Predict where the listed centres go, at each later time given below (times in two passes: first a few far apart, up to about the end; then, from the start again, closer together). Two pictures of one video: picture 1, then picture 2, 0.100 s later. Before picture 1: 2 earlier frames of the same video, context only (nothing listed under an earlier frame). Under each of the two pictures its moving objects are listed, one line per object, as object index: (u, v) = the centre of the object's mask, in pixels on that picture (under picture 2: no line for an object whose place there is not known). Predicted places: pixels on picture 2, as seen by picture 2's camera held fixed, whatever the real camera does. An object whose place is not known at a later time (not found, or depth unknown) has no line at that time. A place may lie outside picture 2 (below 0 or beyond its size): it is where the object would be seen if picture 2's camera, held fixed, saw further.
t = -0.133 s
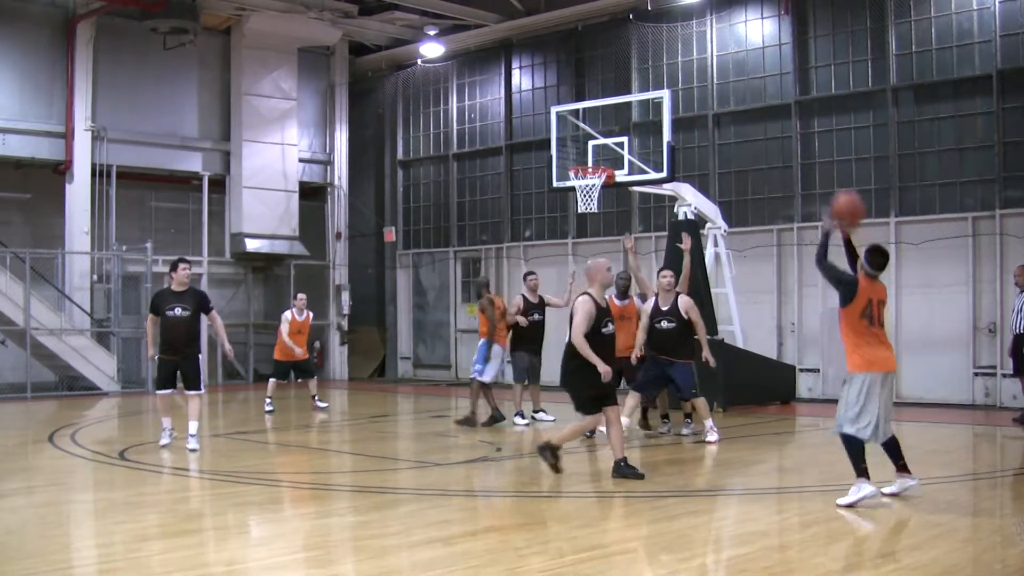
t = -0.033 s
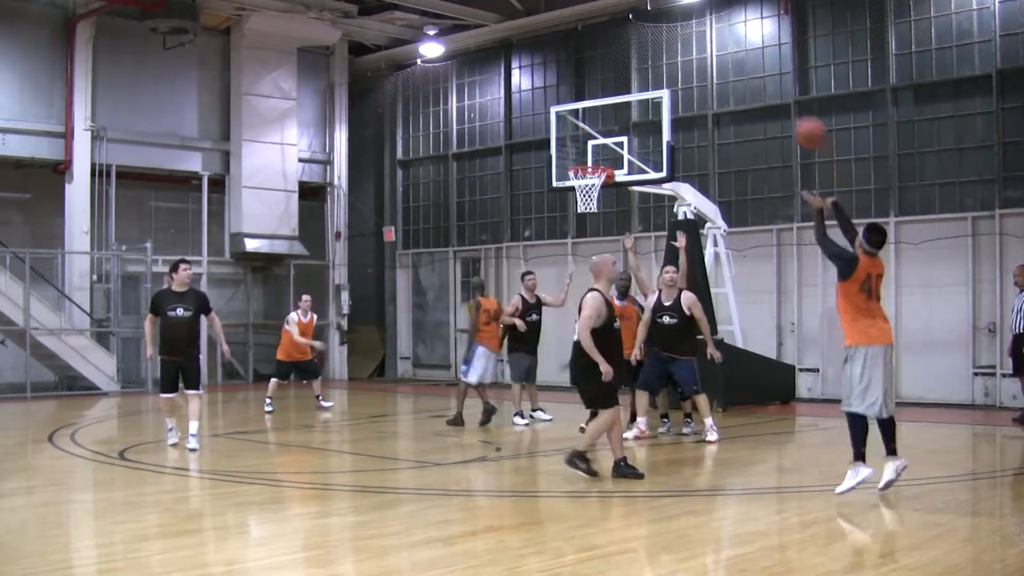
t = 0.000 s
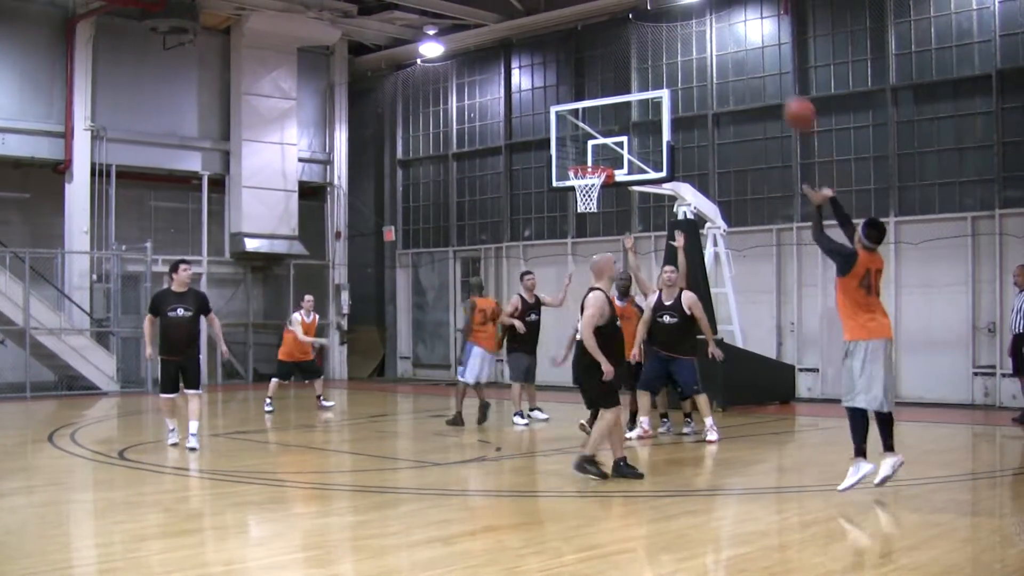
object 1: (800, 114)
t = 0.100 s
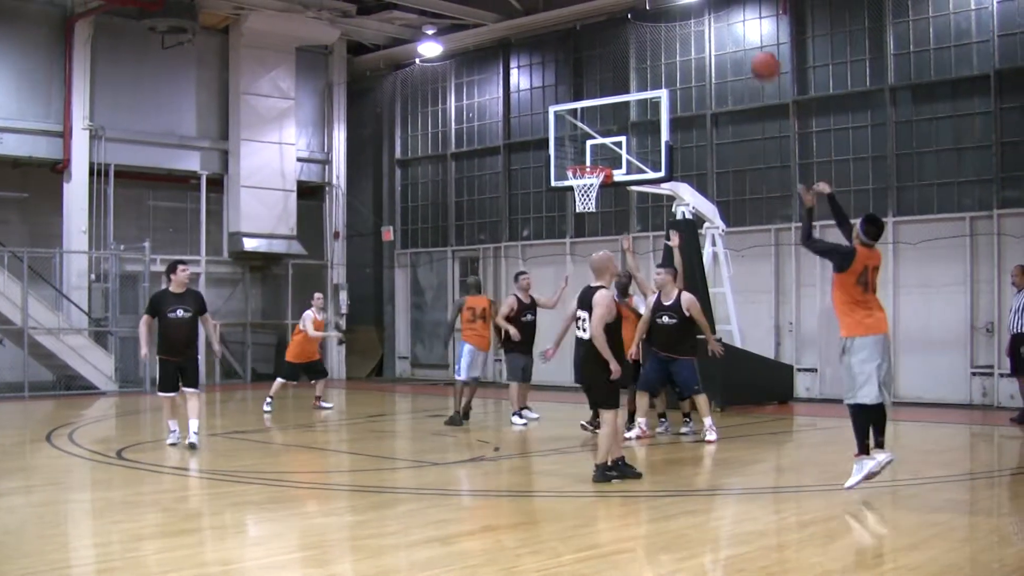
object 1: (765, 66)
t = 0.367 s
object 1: (693, 11)
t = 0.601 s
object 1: (644, 23)
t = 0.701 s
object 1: (625, 44)
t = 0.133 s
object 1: (756, 54)
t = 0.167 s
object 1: (745, 43)
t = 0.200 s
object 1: (735, 34)
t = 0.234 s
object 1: (726, 26)
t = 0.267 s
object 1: (717, 20)
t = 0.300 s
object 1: (708, 15)
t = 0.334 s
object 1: (700, 12)
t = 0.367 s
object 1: (693, 11)
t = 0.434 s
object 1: (677, 9)
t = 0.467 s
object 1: (670, 10)
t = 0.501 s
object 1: (663, 12)
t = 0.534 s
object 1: (656, 15)
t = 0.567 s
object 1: (650, 19)
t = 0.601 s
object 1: (644, 23)
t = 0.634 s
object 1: (637, 29)
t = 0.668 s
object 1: (632, 37)
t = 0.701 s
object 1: (625, 44)
